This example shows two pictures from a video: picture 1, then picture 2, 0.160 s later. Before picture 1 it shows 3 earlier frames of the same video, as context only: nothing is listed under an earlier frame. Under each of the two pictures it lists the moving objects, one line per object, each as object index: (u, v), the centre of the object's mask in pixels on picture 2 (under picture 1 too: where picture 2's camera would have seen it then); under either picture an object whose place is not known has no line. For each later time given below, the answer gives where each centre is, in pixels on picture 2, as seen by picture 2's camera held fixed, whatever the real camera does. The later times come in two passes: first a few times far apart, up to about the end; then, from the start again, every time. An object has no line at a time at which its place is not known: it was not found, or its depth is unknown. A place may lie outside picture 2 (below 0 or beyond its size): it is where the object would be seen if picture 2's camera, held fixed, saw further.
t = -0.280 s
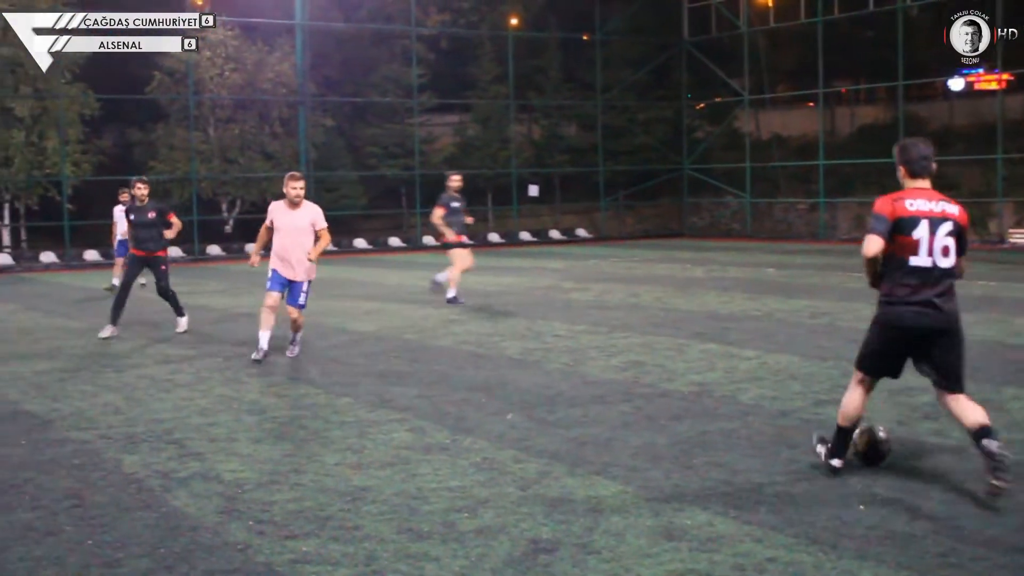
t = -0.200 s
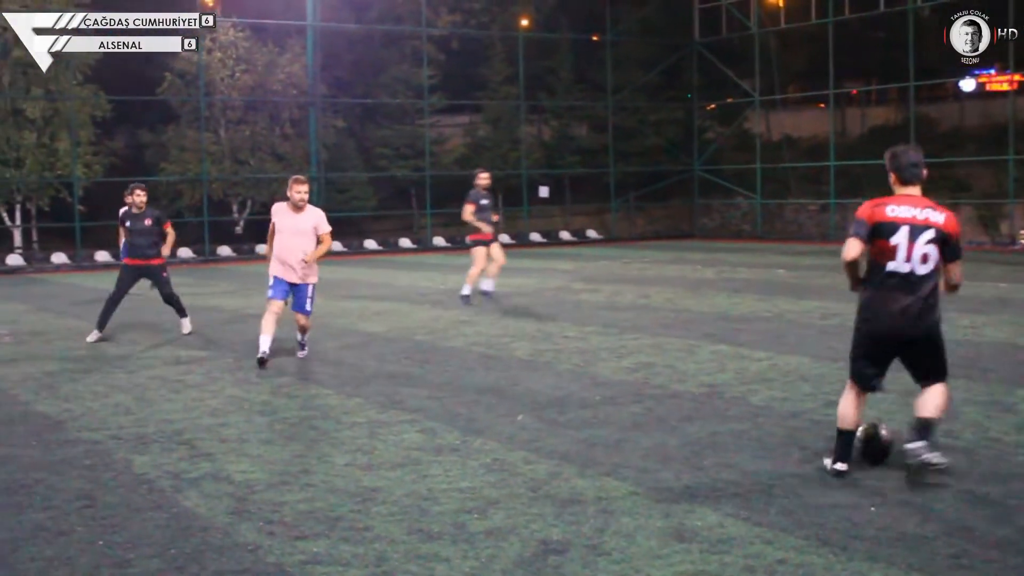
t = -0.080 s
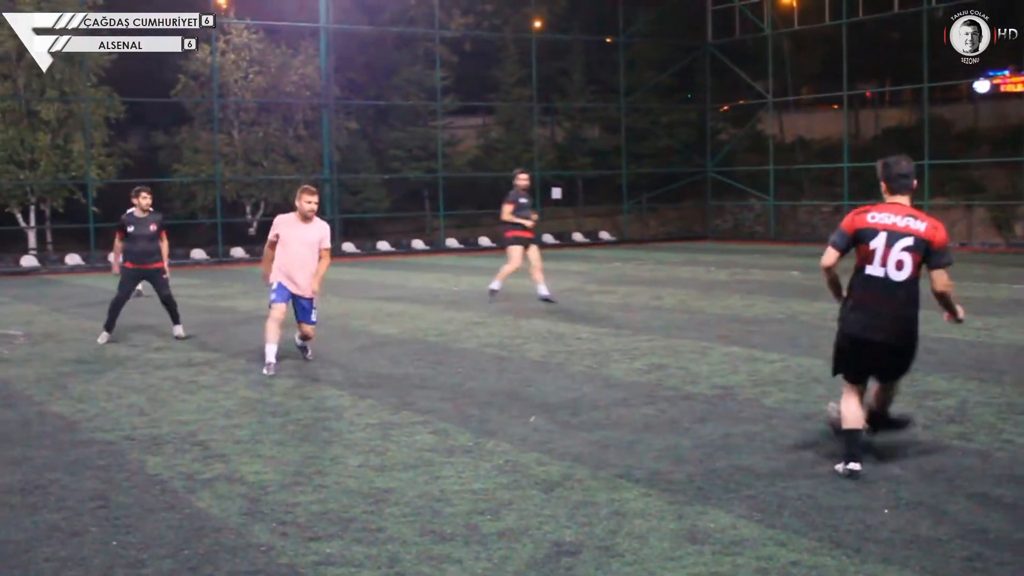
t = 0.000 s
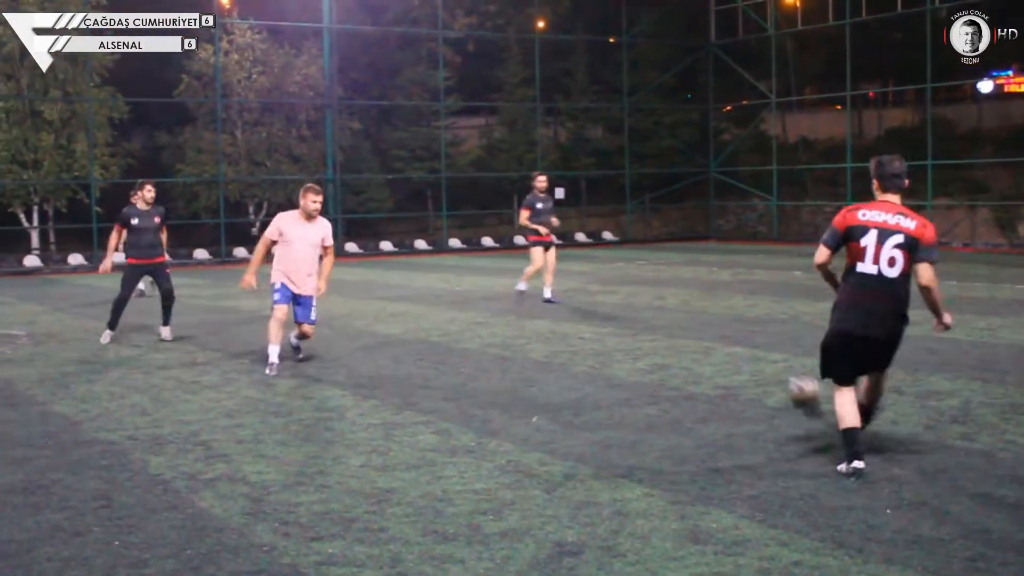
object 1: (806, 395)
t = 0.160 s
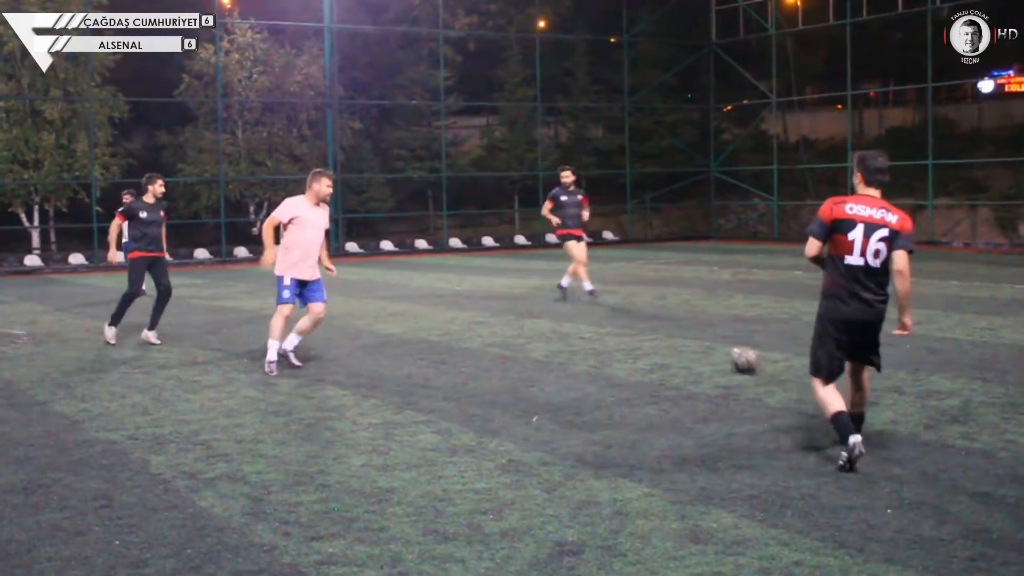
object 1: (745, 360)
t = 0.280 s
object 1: (713, 343)
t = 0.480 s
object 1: (677, 323)
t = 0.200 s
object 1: (736, 356)
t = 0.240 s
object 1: (724, 346)
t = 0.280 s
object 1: (713, 343)
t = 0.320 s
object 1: (705, 338)
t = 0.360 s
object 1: (698, 329)
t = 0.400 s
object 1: (691, 326)
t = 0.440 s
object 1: (684, 323)
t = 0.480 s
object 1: (677, 323)
